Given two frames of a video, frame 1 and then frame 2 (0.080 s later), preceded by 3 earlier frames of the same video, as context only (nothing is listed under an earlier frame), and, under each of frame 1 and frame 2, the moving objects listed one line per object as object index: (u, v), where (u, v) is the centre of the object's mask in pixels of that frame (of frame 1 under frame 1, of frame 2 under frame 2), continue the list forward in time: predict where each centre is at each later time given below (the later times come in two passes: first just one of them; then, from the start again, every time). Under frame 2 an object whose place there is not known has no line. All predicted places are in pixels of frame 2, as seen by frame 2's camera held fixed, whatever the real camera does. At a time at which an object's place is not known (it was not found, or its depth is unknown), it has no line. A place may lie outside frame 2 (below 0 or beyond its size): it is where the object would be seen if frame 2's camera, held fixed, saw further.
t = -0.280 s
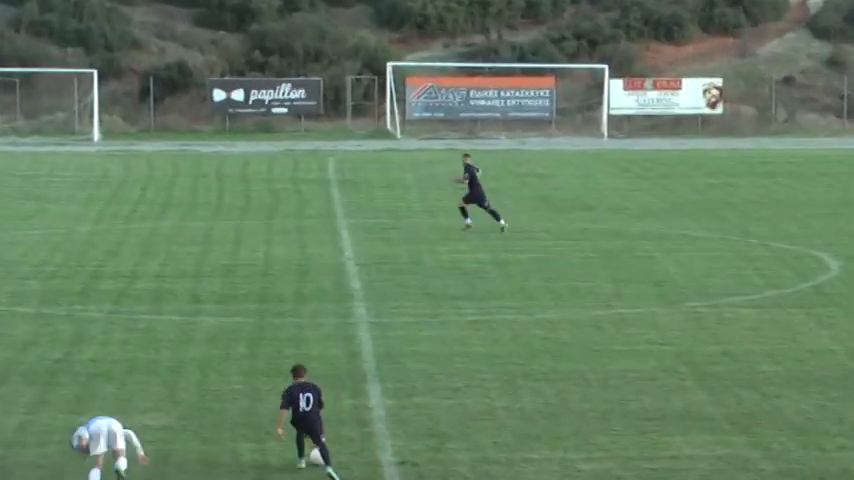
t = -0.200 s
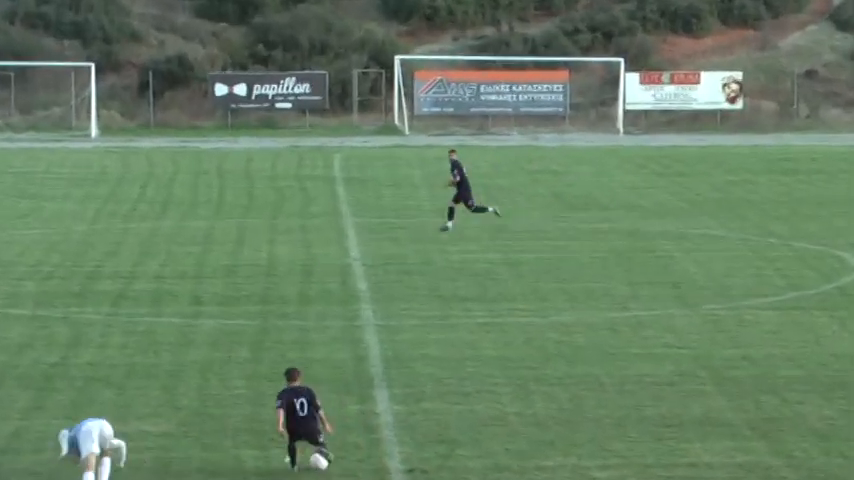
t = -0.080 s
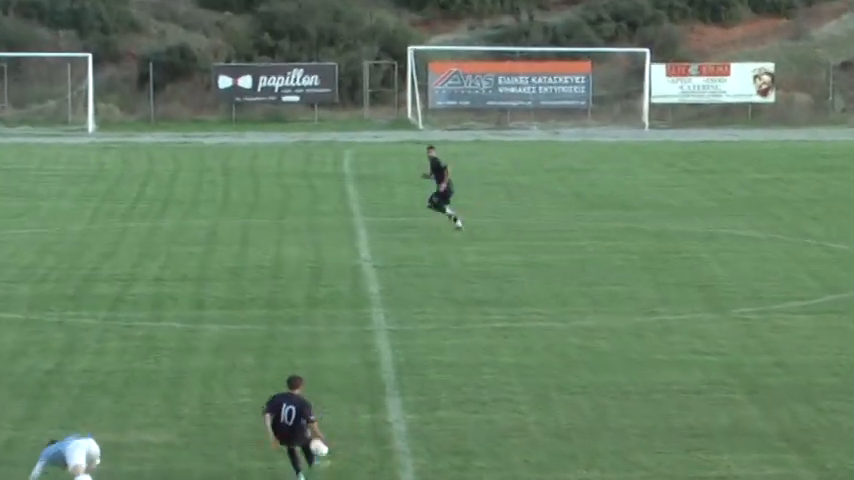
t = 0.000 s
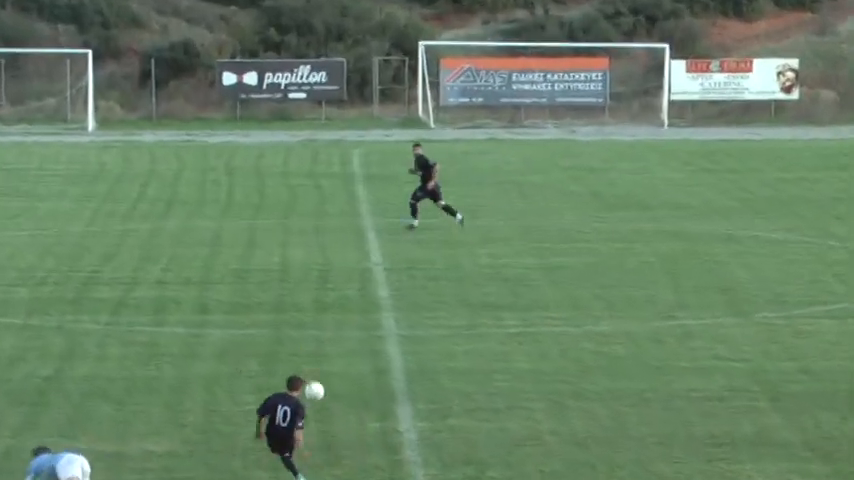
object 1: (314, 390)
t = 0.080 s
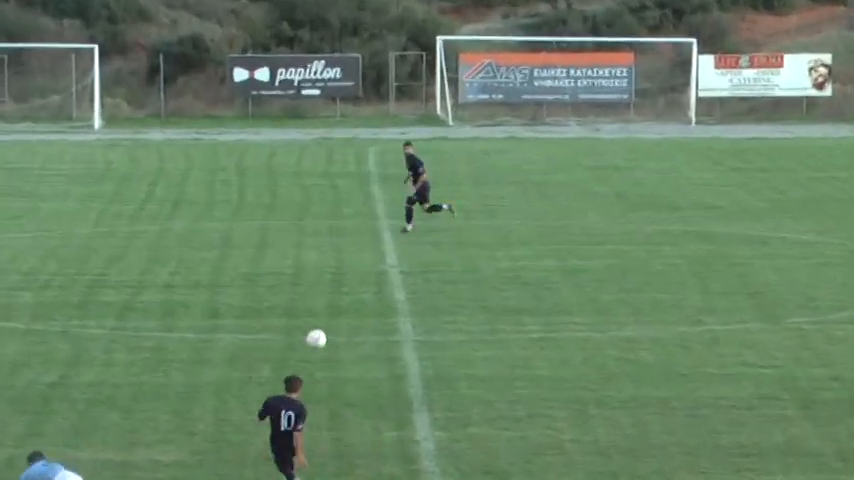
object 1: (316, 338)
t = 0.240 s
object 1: (295, 243)
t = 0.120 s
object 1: (310, 311)
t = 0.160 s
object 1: (305, 287)
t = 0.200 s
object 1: (299, 264)
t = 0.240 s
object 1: (295, 243)
